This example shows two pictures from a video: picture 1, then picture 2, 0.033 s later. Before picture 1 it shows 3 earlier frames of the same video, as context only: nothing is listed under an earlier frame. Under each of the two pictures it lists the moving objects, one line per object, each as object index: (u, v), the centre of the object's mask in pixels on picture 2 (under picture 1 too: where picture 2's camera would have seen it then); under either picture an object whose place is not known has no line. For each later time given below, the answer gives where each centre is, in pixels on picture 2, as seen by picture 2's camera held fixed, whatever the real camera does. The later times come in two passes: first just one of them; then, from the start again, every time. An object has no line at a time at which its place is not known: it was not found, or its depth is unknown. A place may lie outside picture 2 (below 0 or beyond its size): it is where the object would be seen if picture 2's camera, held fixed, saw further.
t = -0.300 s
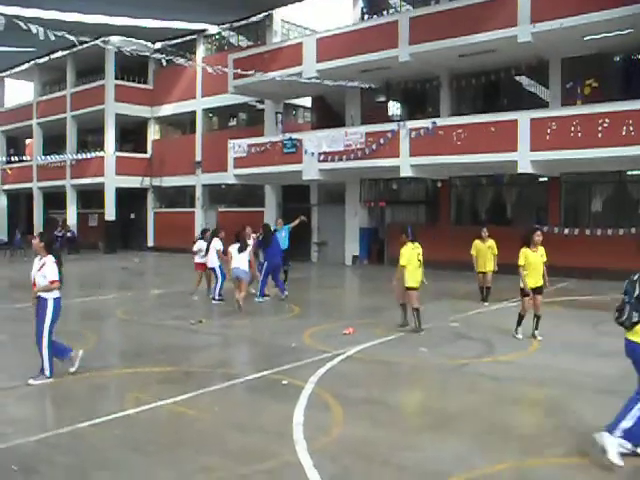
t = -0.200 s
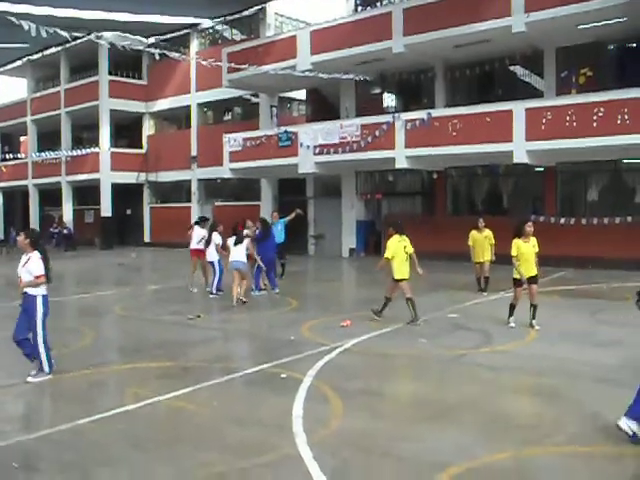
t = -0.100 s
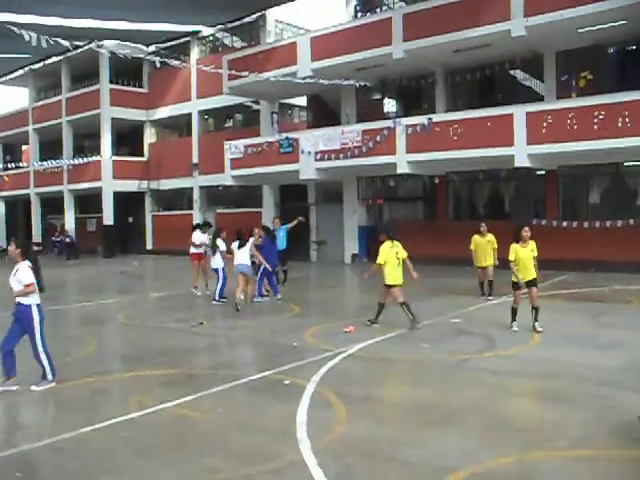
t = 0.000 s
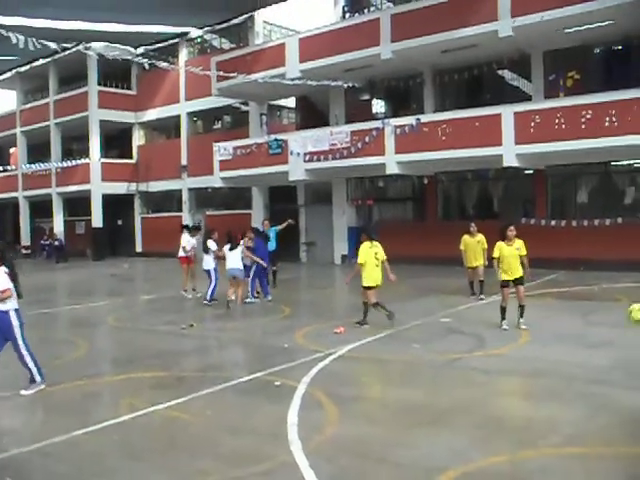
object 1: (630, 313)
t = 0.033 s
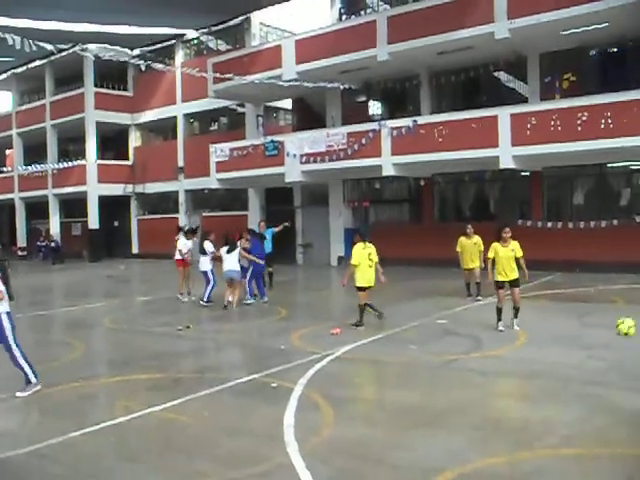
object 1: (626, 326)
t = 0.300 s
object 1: (580, 308)
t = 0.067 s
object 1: (618, 339)
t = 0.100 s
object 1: (610, 353)
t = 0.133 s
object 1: (605, 343)
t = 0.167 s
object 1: (599, 335)
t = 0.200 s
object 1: (594, 326)
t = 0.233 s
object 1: (590, 319)
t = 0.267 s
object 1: (584, 313)
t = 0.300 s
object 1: (580, 308)
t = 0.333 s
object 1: (575, 303)
